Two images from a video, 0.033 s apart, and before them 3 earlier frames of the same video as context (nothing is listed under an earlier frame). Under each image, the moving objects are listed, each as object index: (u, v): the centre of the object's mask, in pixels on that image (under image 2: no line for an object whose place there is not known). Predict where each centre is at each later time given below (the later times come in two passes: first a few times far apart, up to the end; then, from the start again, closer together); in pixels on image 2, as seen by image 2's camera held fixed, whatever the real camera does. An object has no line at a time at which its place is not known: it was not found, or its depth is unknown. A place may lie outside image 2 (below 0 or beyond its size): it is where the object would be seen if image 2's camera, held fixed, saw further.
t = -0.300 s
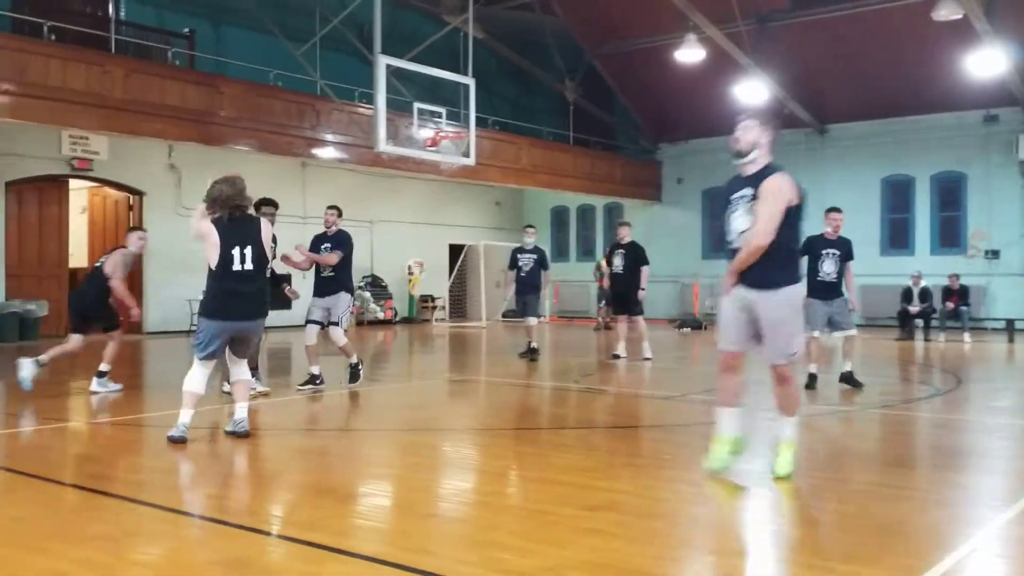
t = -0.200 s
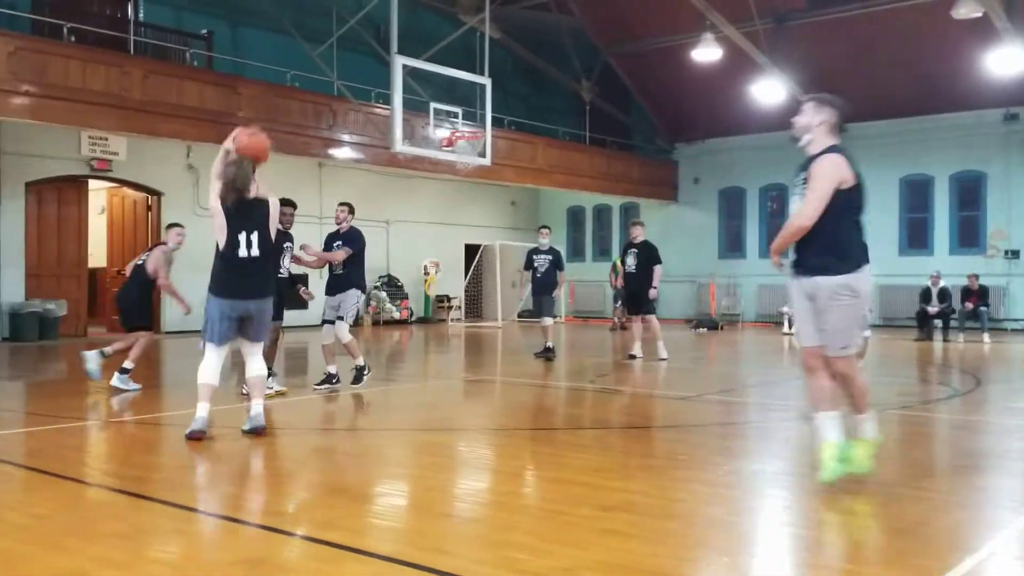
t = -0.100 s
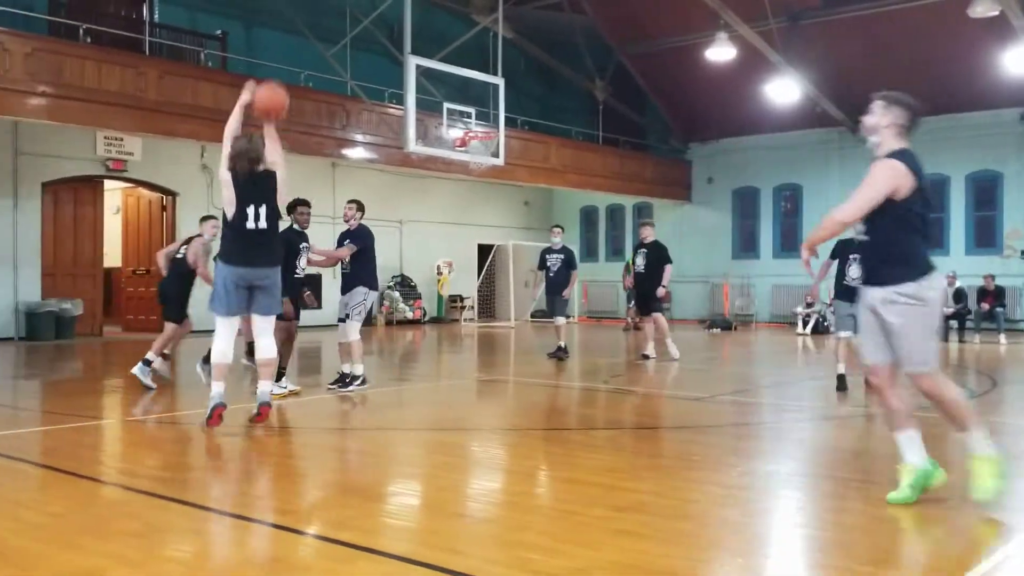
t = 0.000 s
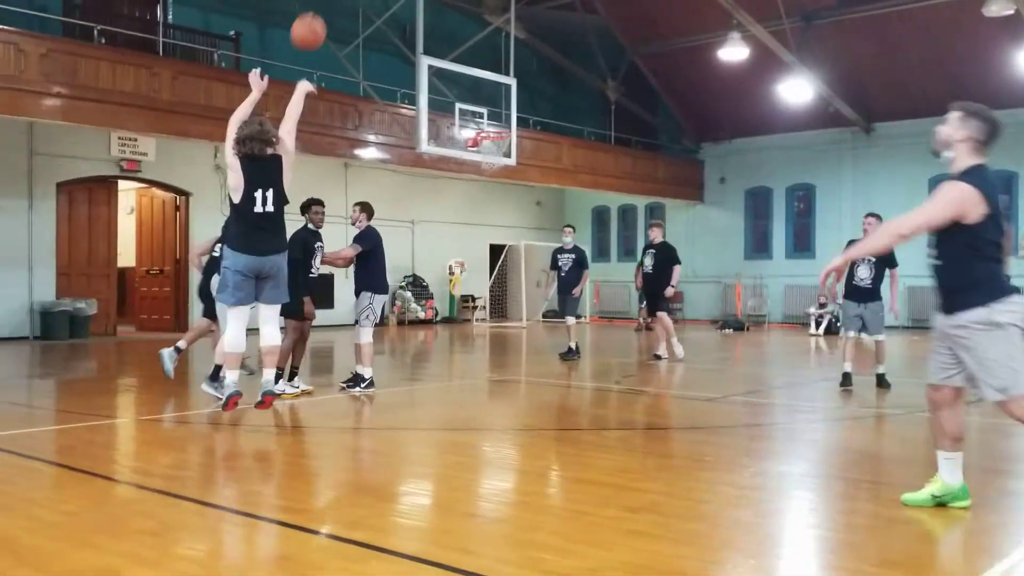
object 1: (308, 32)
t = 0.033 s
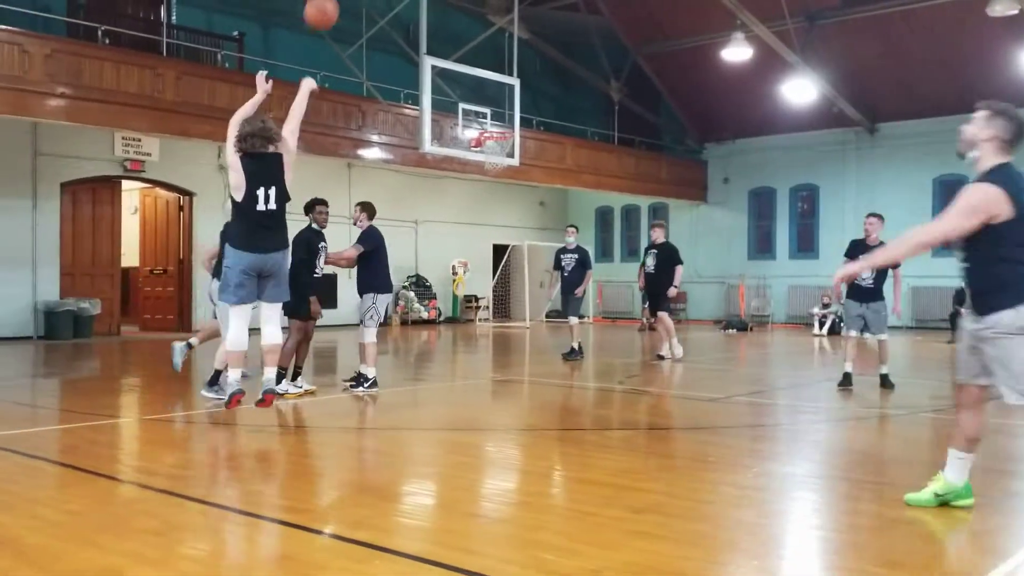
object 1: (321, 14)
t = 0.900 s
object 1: (474, 7)
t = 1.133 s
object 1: (498, 98)
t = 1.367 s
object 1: (464, 102)
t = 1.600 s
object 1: (395, 88)
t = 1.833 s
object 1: (320, 119)
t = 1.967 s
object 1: (274, 161)
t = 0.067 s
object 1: (329, 5)
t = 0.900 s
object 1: (474, 7)
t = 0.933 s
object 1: (477, 15)
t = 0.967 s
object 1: (481, 28)
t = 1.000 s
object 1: (484, 41)
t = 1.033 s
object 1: (487, 54)
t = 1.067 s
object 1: (491, 67)
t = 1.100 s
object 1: (494, 84)
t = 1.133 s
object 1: (498, 98)
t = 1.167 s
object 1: (500, 113)
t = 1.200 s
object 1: (504, 127)
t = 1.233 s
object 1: (500, 127)
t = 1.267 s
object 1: (490, 120)
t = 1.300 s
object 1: (481, 114)
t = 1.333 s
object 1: (473, 108)
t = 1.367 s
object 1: (464, 102)
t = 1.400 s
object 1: (454, 97)
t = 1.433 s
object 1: (445, 94)
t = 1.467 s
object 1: (436, 91)
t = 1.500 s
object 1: (425, 89)
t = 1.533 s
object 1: (414, 88)
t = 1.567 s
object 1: (406, 88)
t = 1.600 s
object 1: (395, 88)
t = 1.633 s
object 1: (385, 90)
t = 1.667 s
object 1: (374, 92)
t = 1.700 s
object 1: (365, 95)
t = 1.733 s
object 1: (354, 101)
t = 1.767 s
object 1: (345, 100)
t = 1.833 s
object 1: (320, 119)
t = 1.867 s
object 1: (310, 127)
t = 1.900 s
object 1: (298, 138)
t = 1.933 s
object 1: (287, 149)
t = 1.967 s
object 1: (274, 161)
